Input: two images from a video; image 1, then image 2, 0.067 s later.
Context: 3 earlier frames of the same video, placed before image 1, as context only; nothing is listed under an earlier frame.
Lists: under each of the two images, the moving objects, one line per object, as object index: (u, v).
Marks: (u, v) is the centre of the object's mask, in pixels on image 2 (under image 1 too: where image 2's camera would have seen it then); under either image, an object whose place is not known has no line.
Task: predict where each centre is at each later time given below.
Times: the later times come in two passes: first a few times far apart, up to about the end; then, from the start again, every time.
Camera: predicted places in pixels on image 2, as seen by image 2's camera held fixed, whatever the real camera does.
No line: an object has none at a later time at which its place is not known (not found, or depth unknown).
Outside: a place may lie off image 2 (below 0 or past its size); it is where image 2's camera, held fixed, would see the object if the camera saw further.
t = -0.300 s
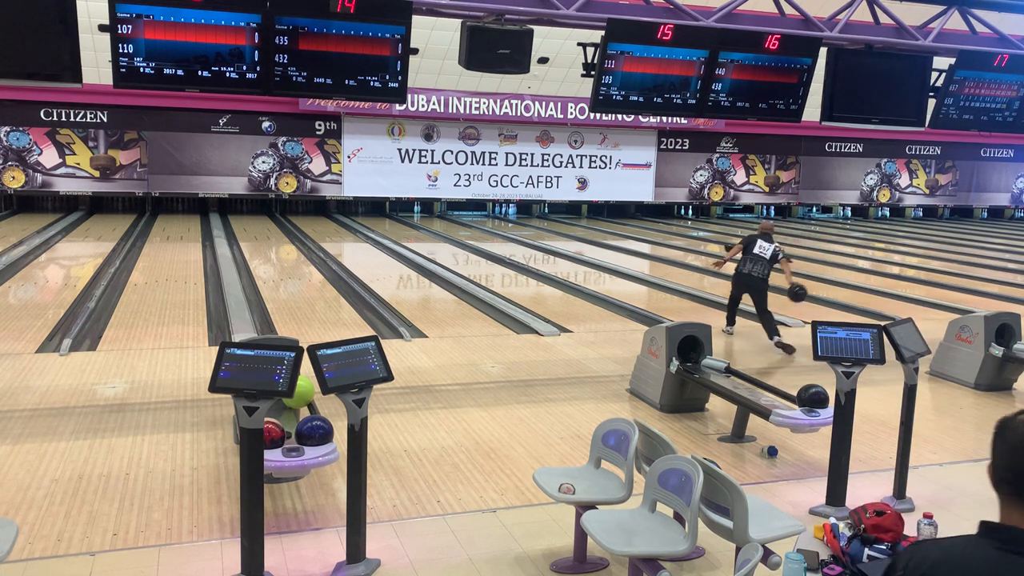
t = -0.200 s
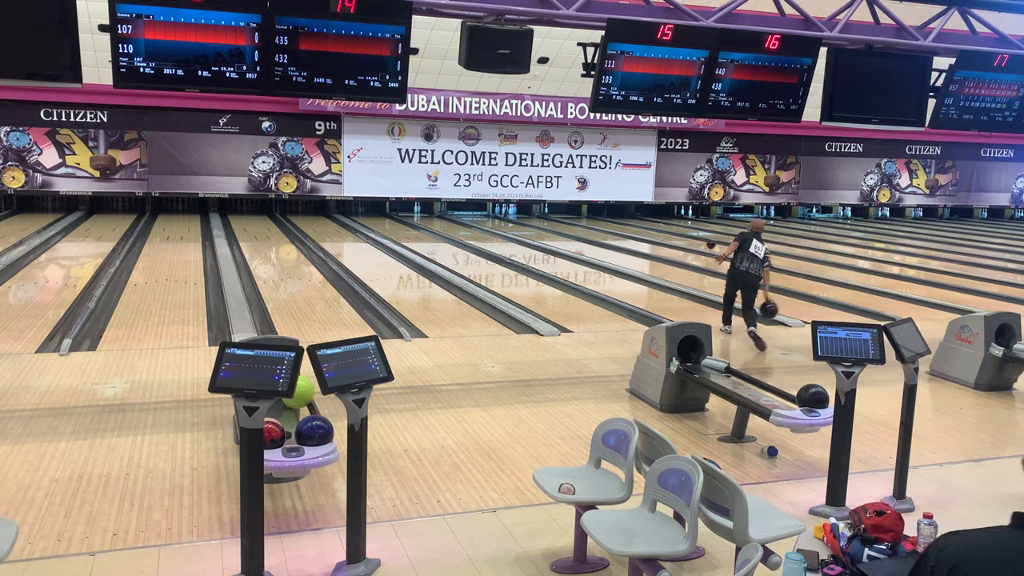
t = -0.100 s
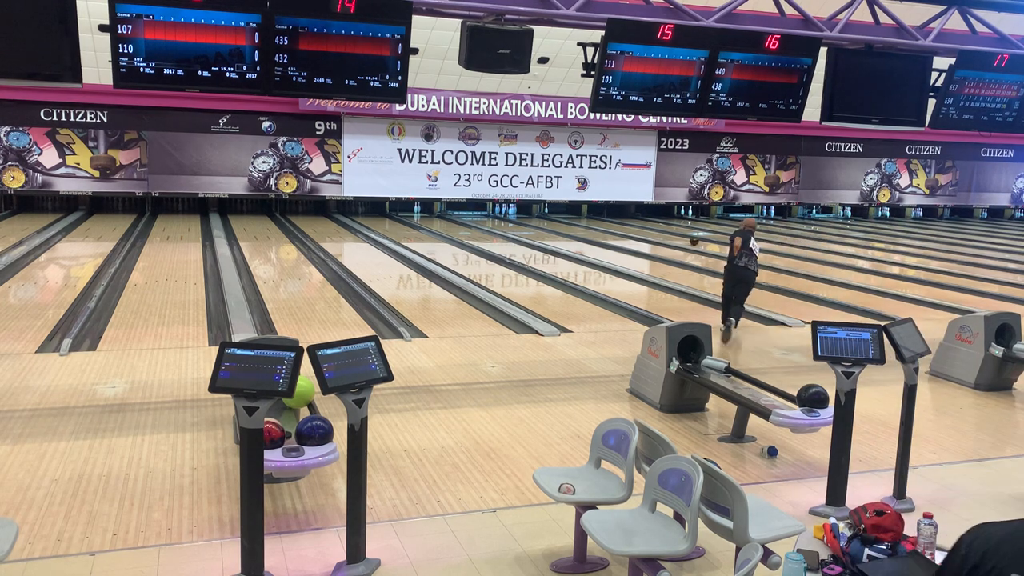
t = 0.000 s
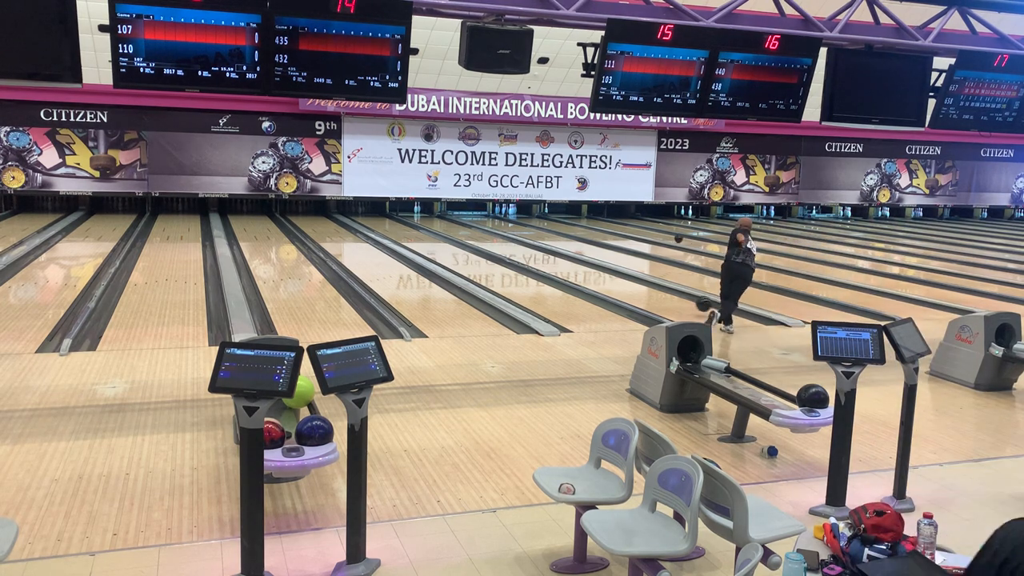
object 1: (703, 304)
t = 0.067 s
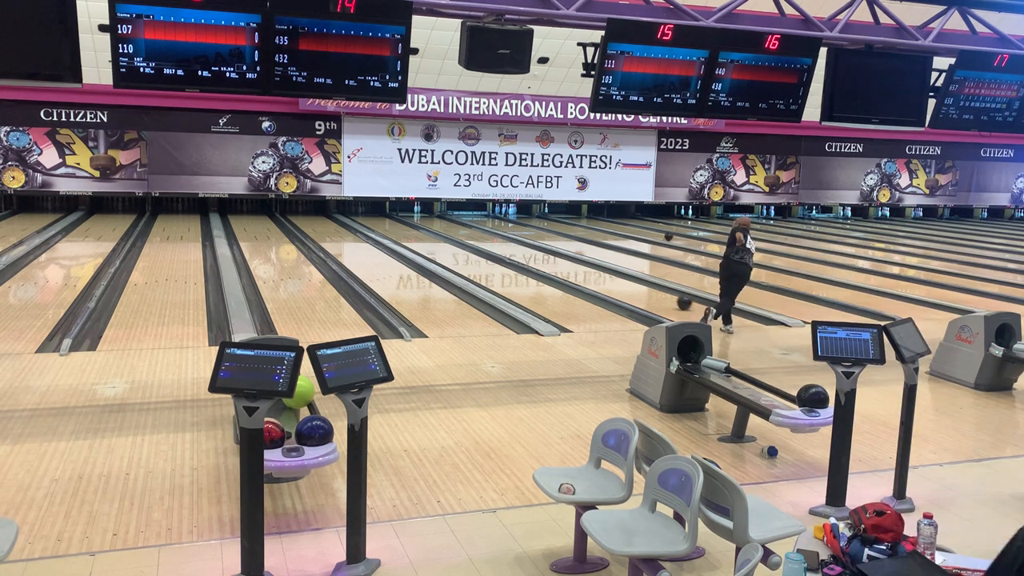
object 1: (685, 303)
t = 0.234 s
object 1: (644, 288)
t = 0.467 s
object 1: (597, 272)
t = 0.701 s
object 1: (560, 260)
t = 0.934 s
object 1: (530, 249)
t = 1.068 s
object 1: (515, 244)
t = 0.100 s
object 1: (676, 299)
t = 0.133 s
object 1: (669, 296)
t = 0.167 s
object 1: (660, 294)
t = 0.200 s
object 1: (651, 291)
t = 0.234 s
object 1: (644, 288)
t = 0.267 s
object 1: (636, 286)
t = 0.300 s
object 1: (630, 284)
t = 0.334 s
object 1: (622, 281)
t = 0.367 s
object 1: (615, 279)
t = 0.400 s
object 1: (609, 276)
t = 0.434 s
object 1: (603, 274)
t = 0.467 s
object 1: (597, 272)
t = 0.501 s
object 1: (591, 270)
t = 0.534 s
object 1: (586, 268)
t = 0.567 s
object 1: (580, 267)
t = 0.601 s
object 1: (575, 265)
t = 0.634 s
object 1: (570, 263)
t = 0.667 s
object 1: (565, 261)
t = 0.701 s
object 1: (560, 260)
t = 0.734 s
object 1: (556, 258)
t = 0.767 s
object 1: (551, 257)
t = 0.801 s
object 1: (547, 255)
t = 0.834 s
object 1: (542, 254)
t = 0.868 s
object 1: (538, 252)
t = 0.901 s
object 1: (534, 251)
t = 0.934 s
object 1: (530, 249)
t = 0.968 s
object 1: (526, 248)
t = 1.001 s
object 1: (522, 247)
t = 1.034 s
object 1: (519, 246)
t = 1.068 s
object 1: (515, 244)
